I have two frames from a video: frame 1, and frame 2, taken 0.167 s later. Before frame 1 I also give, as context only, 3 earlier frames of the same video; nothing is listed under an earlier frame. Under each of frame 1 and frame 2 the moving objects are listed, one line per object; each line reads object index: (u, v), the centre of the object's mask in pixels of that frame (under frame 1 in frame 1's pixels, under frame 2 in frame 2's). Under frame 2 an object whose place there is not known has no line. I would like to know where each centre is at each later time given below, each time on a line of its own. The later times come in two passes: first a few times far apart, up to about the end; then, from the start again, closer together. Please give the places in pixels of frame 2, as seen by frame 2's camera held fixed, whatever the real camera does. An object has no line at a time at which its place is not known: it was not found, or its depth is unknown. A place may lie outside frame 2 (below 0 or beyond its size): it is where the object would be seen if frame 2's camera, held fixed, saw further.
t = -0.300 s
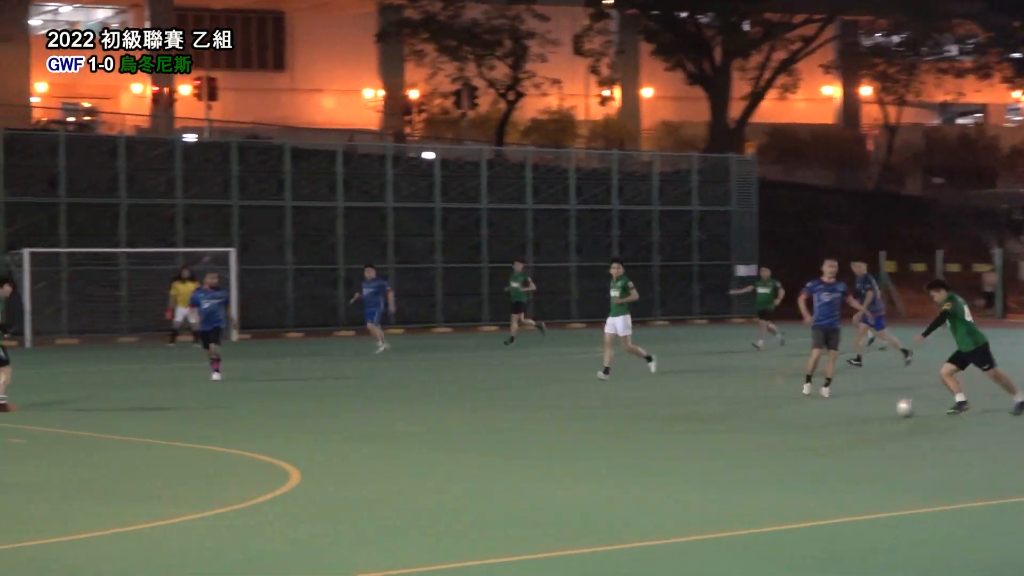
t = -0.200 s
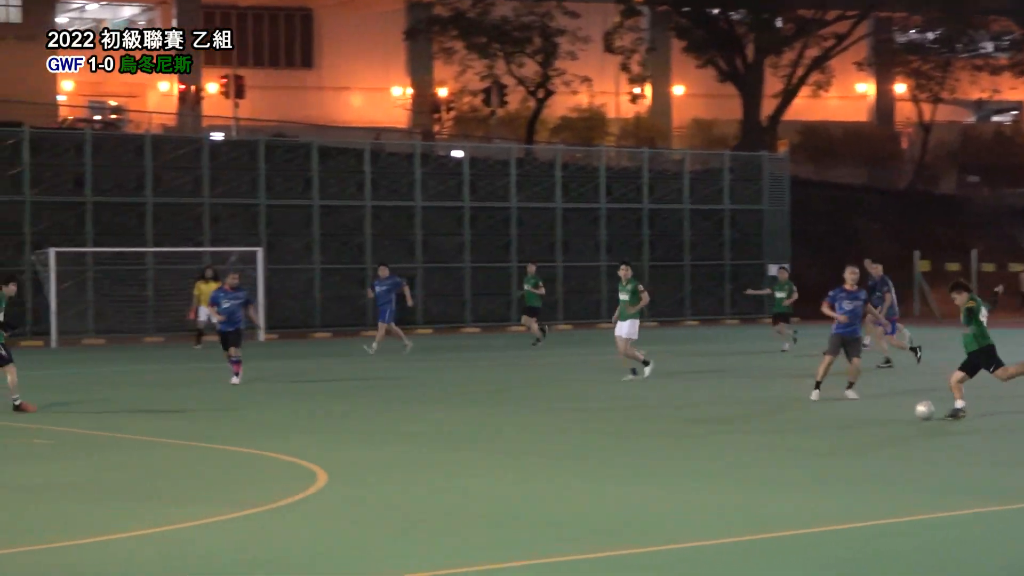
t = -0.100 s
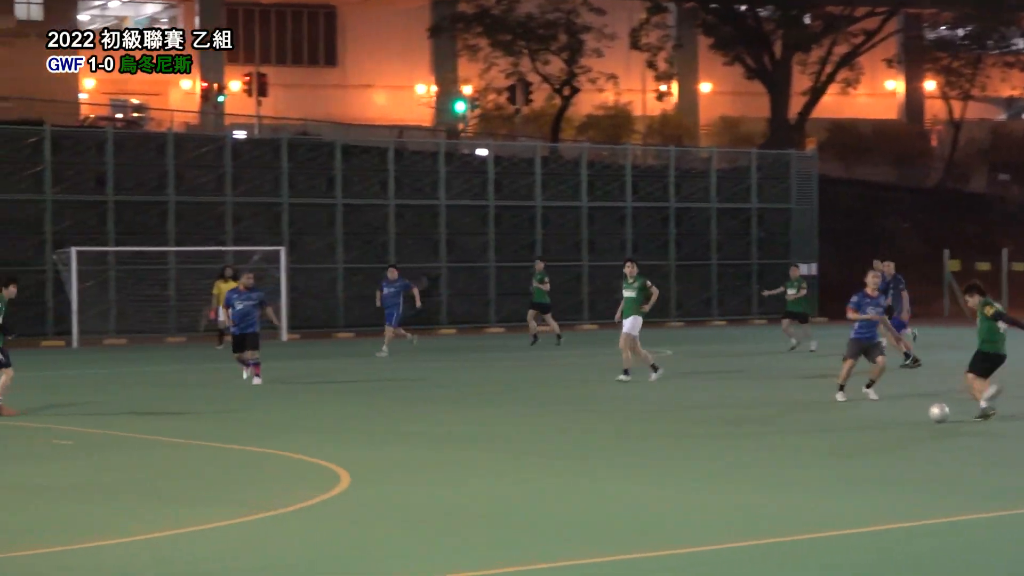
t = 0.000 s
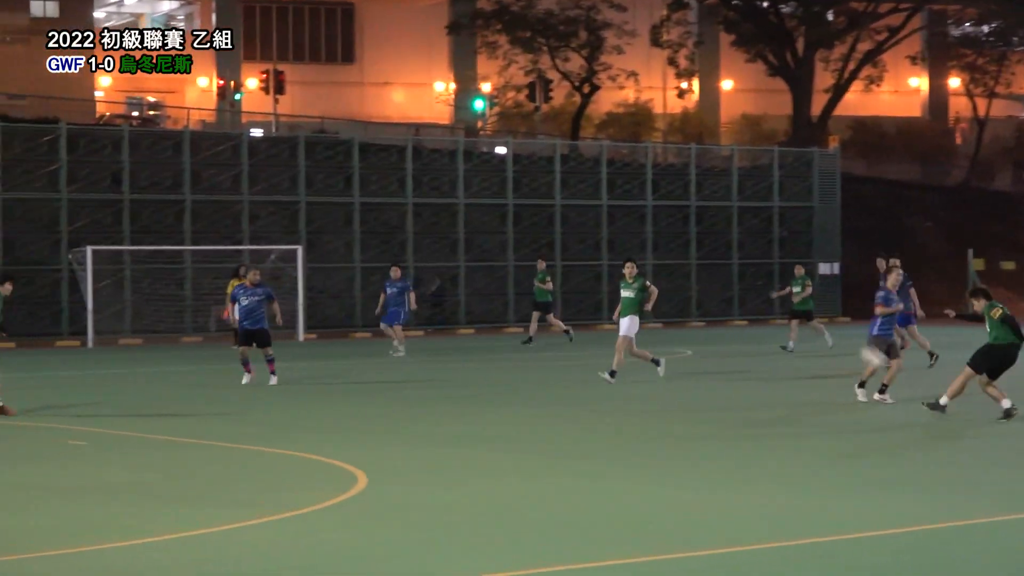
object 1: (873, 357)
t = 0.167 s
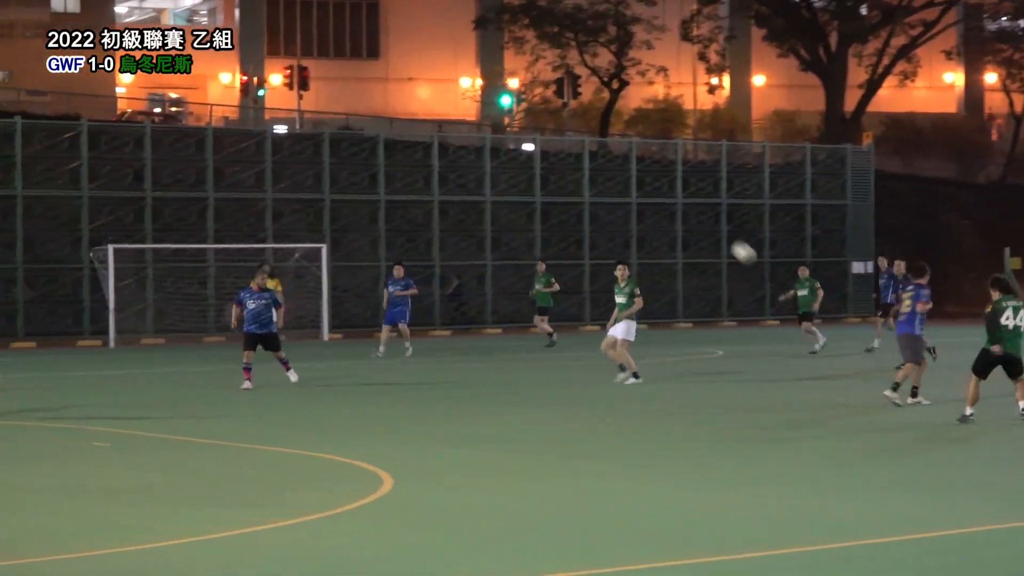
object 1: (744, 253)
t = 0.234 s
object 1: (689, 220)
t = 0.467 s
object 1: (538, 140)
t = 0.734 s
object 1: (415, 95)
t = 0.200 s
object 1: (715, 236)
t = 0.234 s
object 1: (689, 220)
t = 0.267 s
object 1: (664, 206)
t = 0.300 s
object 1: (640, 192)
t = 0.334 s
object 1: (617, 180)
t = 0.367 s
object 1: (596, 169)
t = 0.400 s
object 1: (575, 158)
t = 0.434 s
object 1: (556, 149)
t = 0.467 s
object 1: (538, 140)
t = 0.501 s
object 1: (520, 132)
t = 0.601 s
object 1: (473, 111)
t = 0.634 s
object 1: (456, 106)
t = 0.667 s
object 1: (443, 102)
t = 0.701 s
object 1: (428, 98)
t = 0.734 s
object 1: (415, 95)
